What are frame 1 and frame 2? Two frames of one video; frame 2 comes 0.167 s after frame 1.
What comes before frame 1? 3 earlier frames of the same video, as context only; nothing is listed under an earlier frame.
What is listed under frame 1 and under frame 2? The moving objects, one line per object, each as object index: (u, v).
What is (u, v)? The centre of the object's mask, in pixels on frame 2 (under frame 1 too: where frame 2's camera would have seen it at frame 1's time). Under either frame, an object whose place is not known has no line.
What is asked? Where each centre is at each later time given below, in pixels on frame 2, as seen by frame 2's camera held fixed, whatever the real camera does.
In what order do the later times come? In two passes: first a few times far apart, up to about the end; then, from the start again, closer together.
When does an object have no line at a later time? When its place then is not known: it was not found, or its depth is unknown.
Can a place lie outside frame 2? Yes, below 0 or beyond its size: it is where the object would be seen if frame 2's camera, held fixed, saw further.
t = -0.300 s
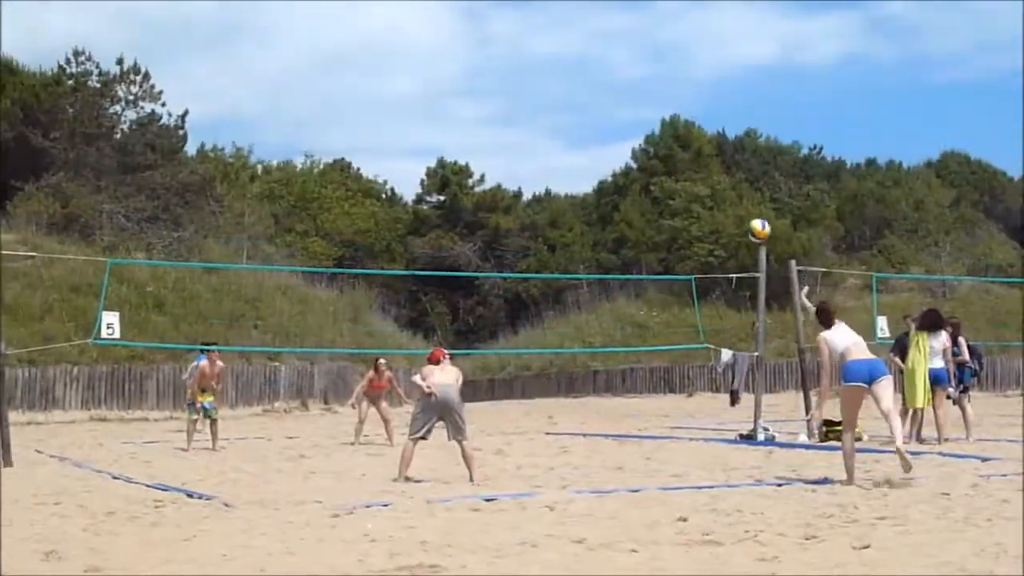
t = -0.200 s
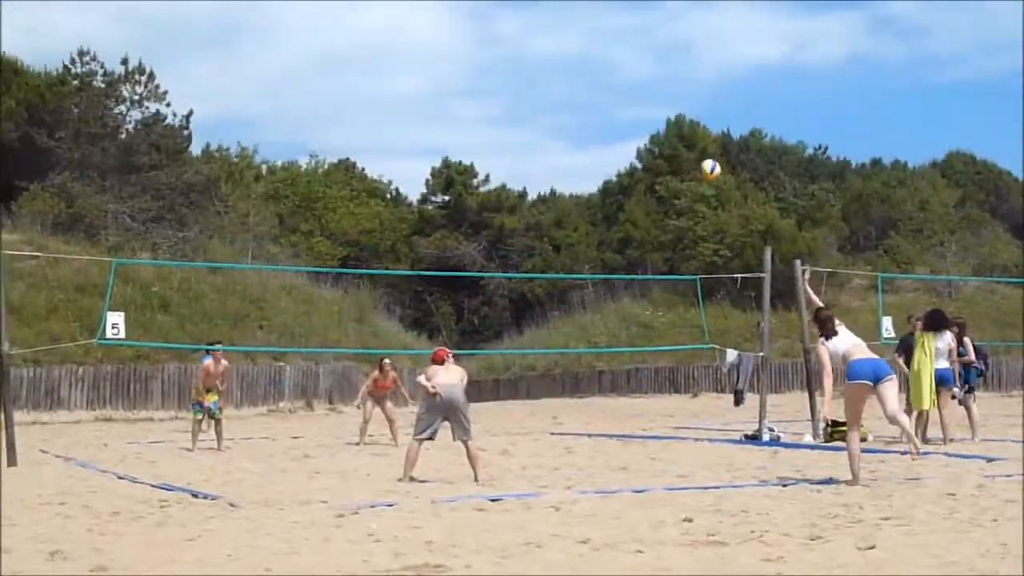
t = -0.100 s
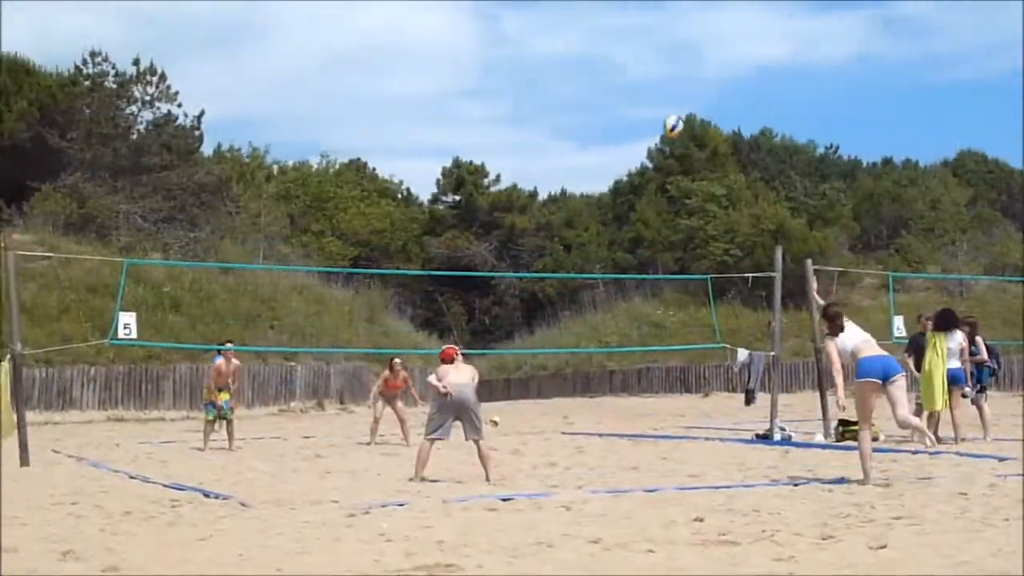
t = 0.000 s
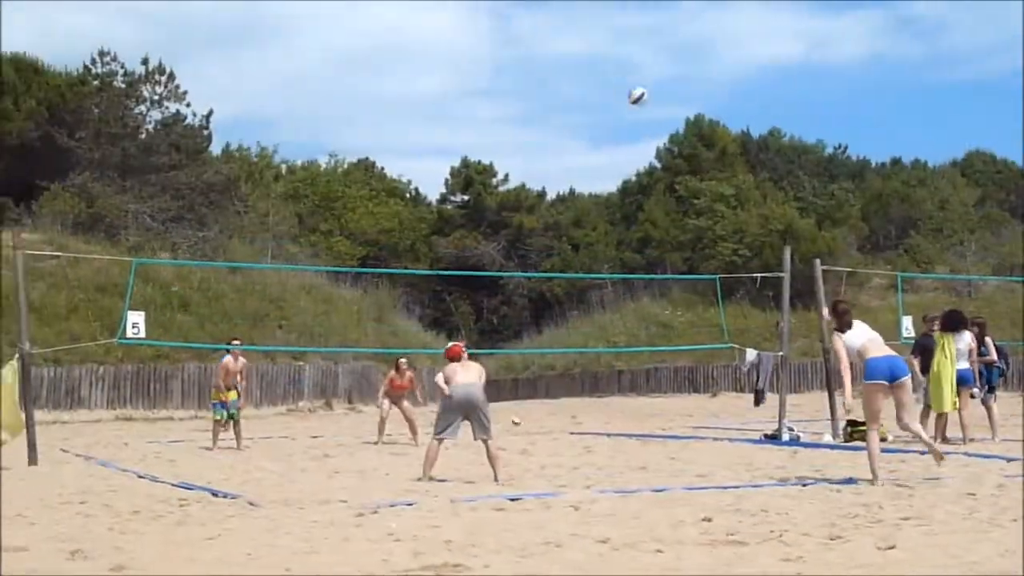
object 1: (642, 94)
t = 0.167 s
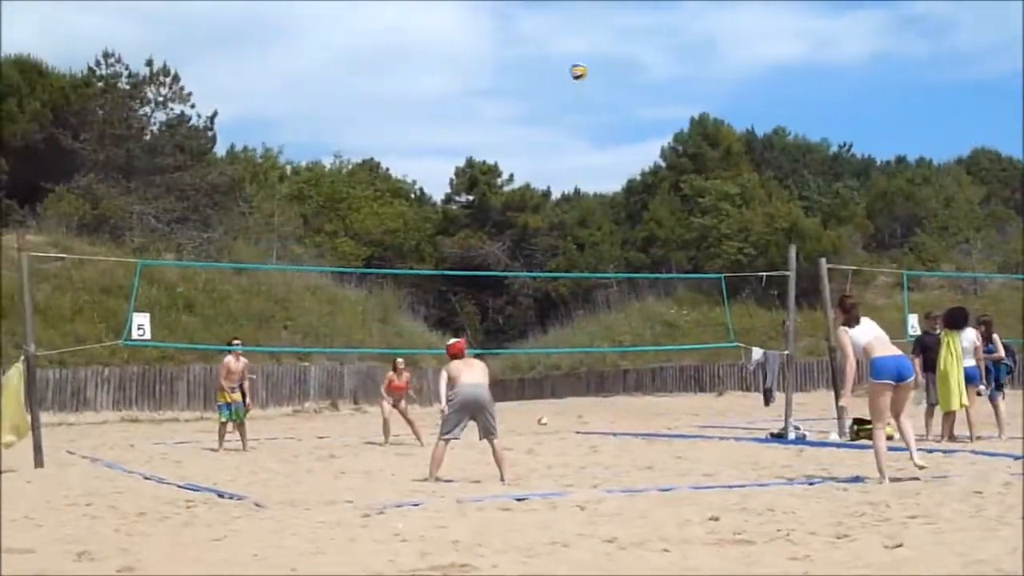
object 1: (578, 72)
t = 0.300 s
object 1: (535, 71)
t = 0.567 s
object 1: (462, 109)
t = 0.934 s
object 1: (369, 233)
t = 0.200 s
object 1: (567, 71)
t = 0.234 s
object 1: (556, 70)
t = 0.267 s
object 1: (546, 70)
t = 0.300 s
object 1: (535, 71)
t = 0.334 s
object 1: (525, 73)
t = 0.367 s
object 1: (516, 76)
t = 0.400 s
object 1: (507, 79)
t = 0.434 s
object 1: (498, 84)
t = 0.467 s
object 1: (489, 89)
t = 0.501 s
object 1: (480, 95)
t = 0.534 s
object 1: (471, 102)
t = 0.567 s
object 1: (462, 109)
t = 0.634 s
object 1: (446, 124)
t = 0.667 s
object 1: (437, 132)
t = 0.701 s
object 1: (428, 141)
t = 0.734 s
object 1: (421, 152)
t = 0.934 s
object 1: (369, 233)
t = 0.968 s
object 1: (362, 246)
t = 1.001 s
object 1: (355, 259)
